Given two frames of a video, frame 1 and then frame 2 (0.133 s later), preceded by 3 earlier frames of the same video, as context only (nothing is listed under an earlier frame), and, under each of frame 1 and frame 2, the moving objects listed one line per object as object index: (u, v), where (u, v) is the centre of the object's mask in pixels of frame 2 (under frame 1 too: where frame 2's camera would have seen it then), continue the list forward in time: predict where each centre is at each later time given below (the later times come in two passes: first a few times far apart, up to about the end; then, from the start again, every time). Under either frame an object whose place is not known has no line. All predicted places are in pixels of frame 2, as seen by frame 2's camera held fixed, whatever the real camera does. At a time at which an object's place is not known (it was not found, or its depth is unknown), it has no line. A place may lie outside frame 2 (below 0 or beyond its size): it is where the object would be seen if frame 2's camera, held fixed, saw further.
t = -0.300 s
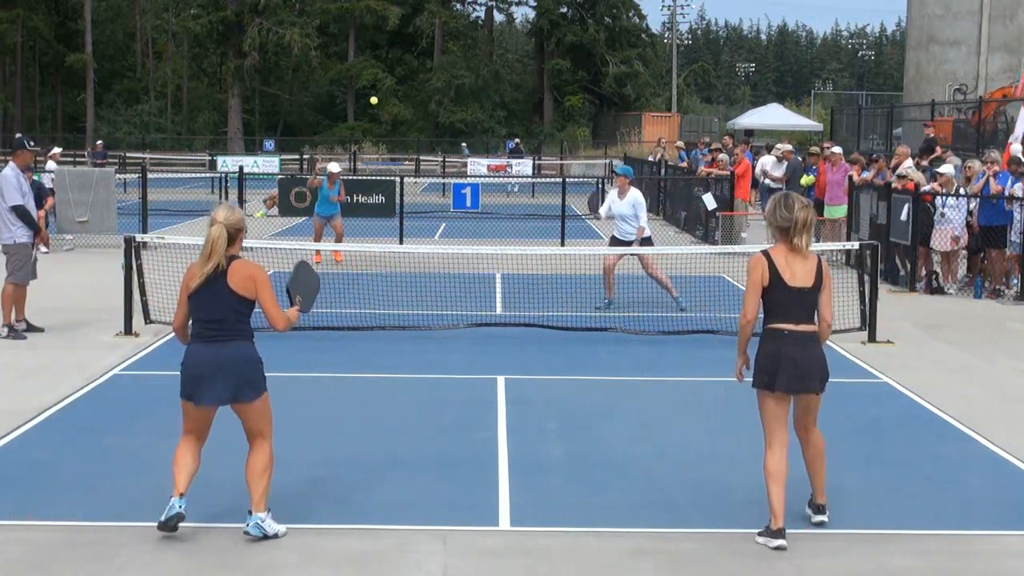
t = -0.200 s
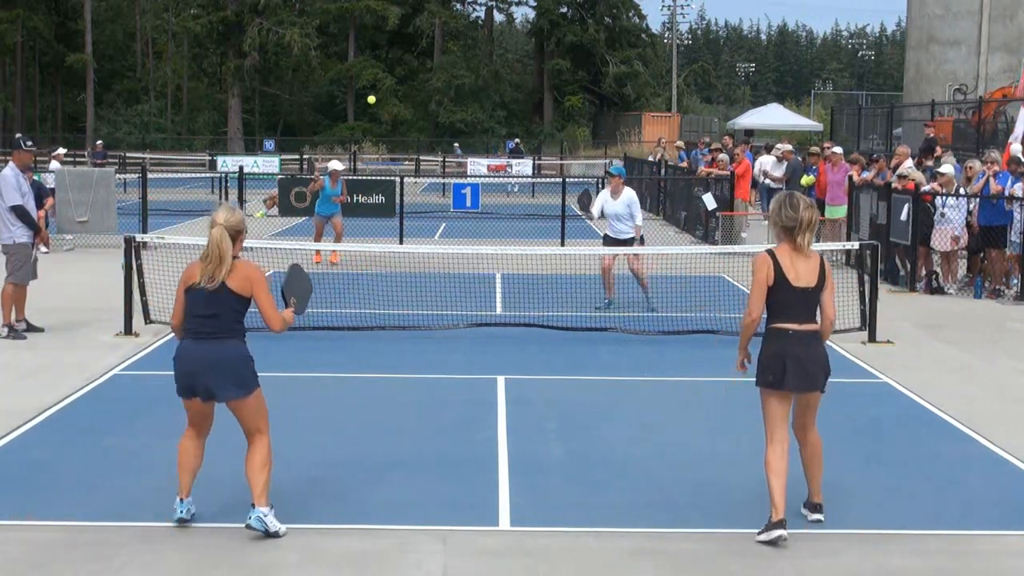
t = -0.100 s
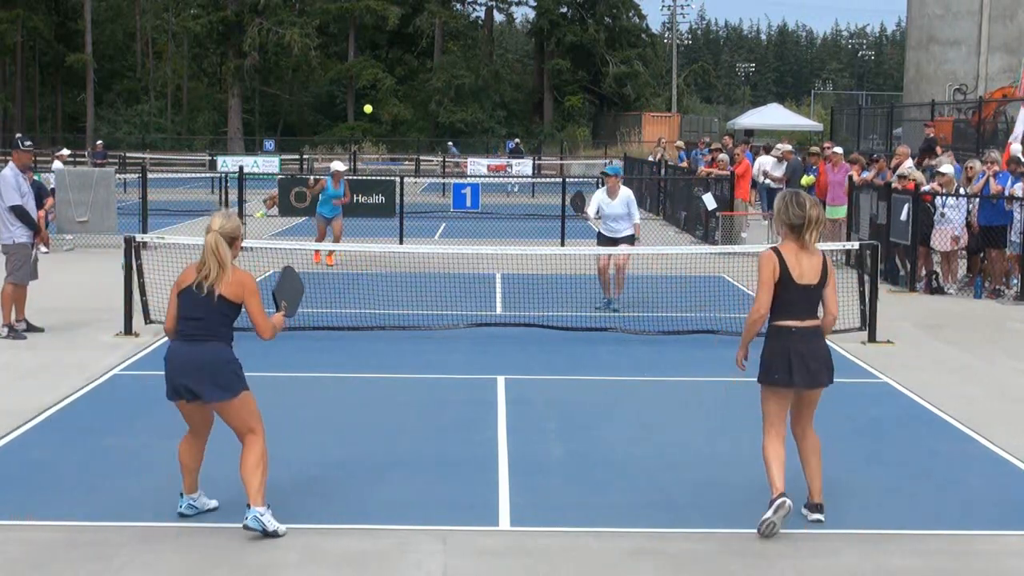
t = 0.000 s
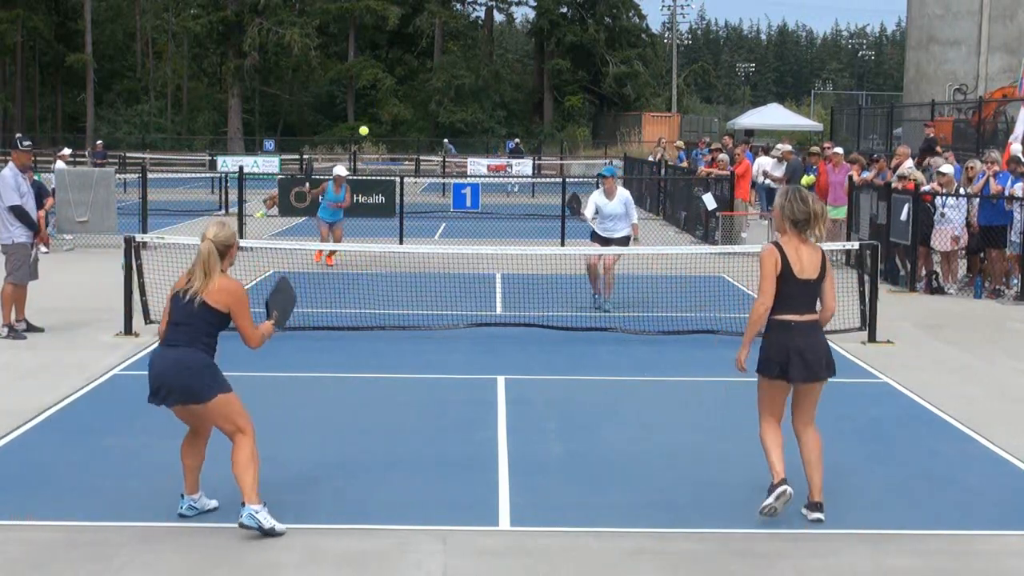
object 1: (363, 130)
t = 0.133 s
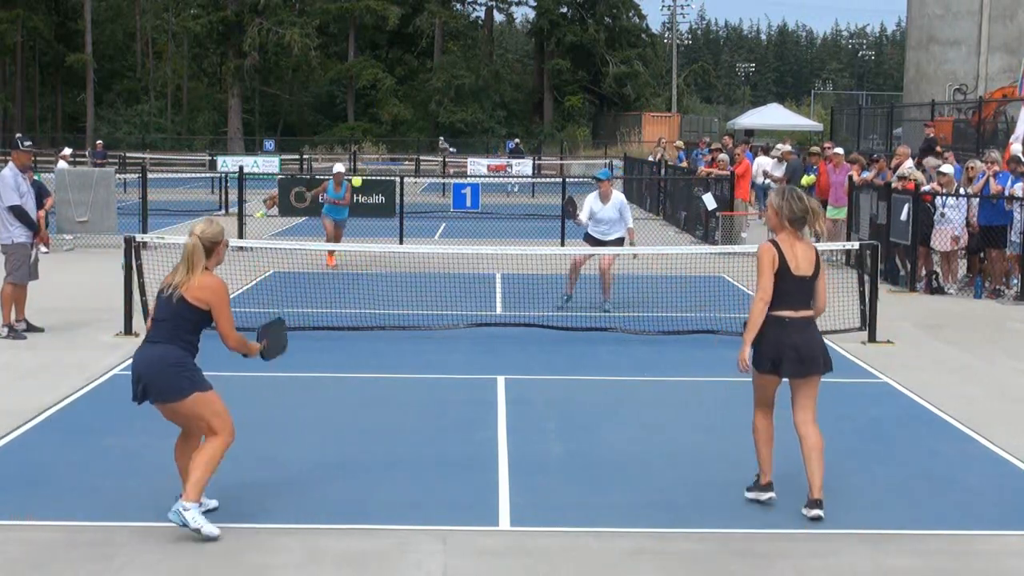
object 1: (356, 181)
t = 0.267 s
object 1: (347, 262)
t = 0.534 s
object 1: (320, 410)
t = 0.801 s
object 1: (292, 360)
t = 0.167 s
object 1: (354, 198)
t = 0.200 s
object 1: (352, 217)
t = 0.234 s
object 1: (350, 238)
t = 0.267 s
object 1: (347, 262)
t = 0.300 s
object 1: (344, 287)
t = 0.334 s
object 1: (341, 315)
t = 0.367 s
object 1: (338, 345)
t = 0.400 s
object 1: (334, 379)
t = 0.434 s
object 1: (330, 415)
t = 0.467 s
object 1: (326, 441)
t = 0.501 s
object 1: (324, 425)
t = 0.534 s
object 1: (320, 410)
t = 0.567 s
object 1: (317, 397)
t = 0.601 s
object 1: (314, 387)
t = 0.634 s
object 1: (311, 377)
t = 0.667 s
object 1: (307, 370)
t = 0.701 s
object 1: (304, 364)
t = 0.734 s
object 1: (300, 361)
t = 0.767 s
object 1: (296, 359)
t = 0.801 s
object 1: (292, 360)
